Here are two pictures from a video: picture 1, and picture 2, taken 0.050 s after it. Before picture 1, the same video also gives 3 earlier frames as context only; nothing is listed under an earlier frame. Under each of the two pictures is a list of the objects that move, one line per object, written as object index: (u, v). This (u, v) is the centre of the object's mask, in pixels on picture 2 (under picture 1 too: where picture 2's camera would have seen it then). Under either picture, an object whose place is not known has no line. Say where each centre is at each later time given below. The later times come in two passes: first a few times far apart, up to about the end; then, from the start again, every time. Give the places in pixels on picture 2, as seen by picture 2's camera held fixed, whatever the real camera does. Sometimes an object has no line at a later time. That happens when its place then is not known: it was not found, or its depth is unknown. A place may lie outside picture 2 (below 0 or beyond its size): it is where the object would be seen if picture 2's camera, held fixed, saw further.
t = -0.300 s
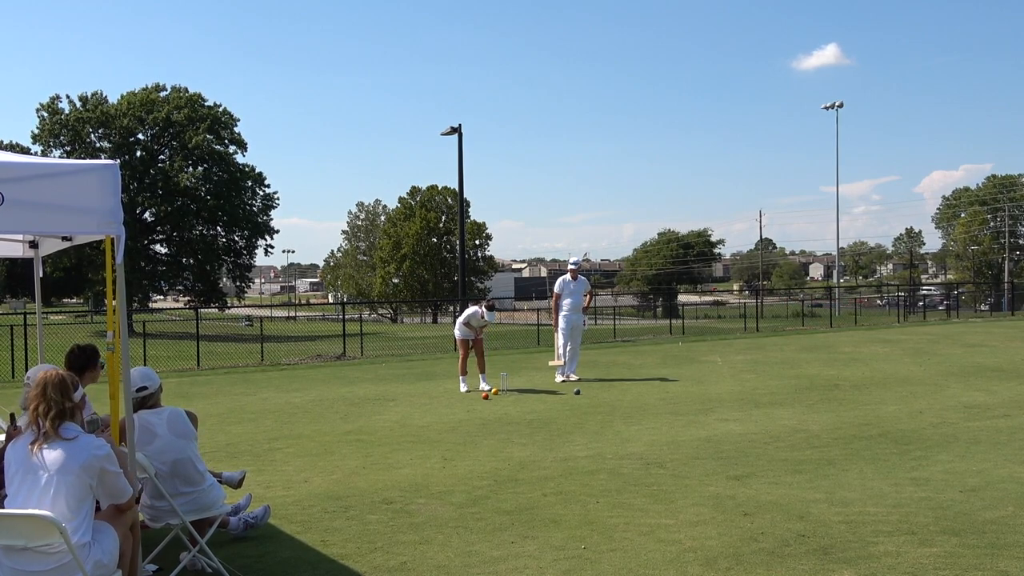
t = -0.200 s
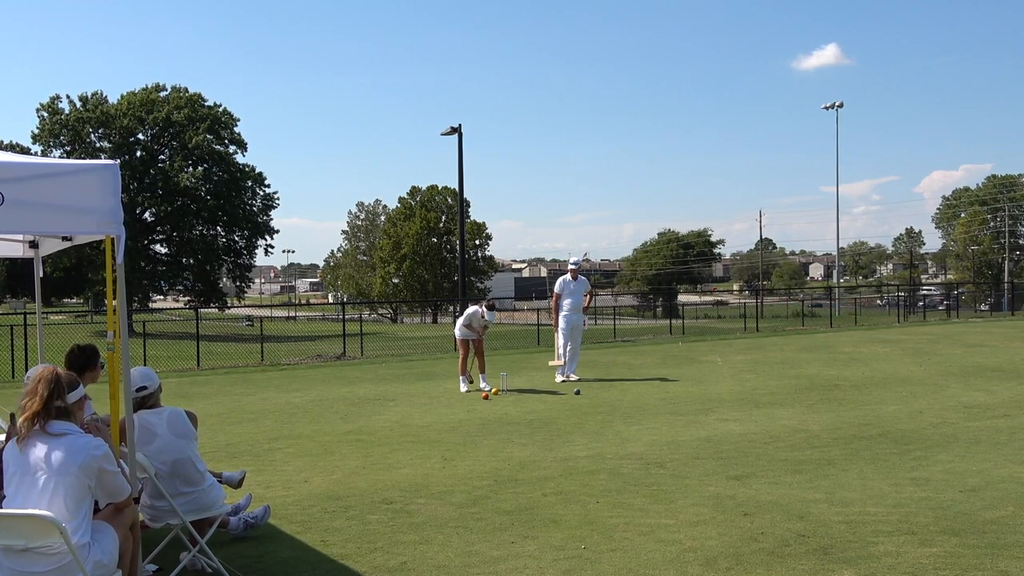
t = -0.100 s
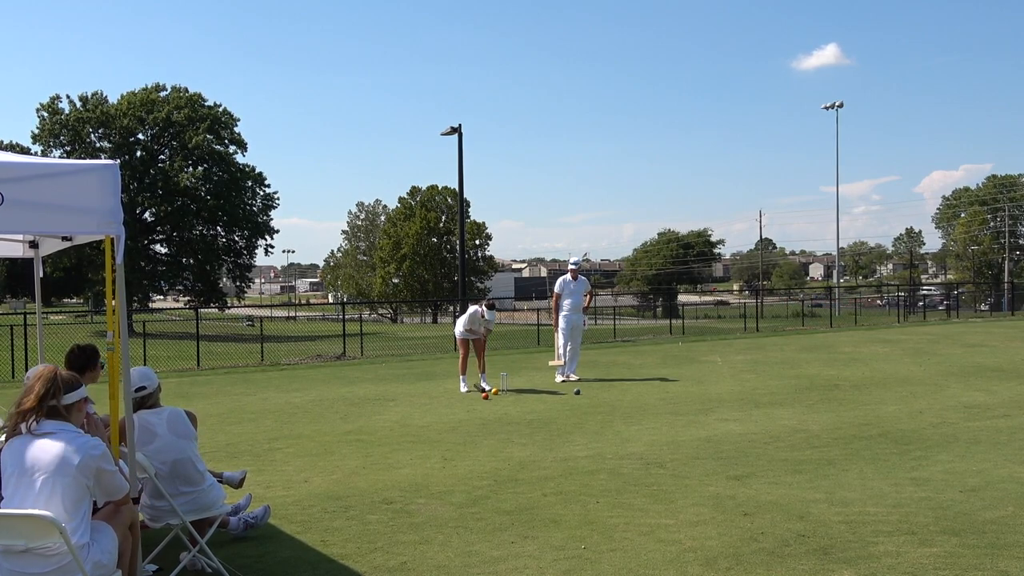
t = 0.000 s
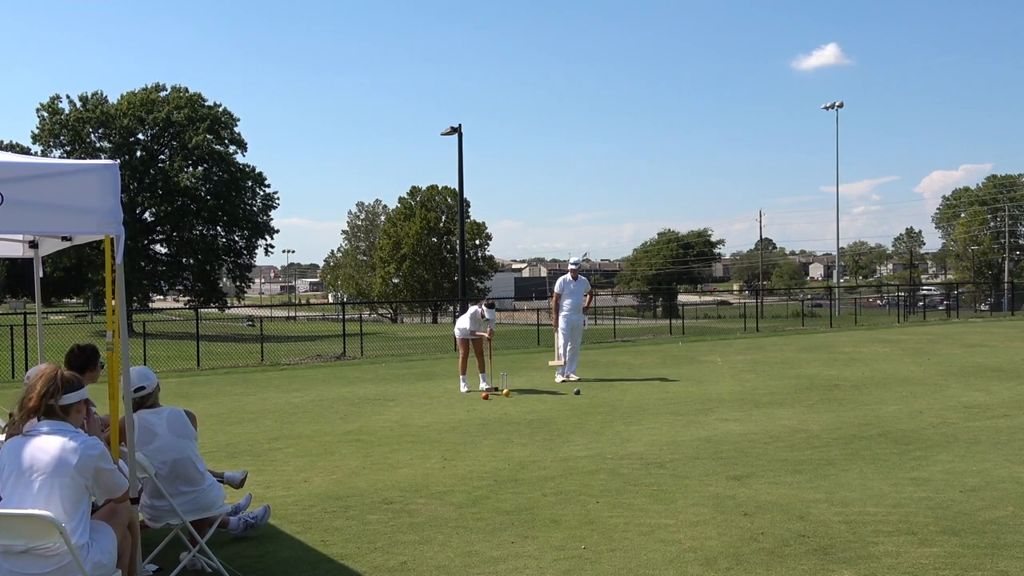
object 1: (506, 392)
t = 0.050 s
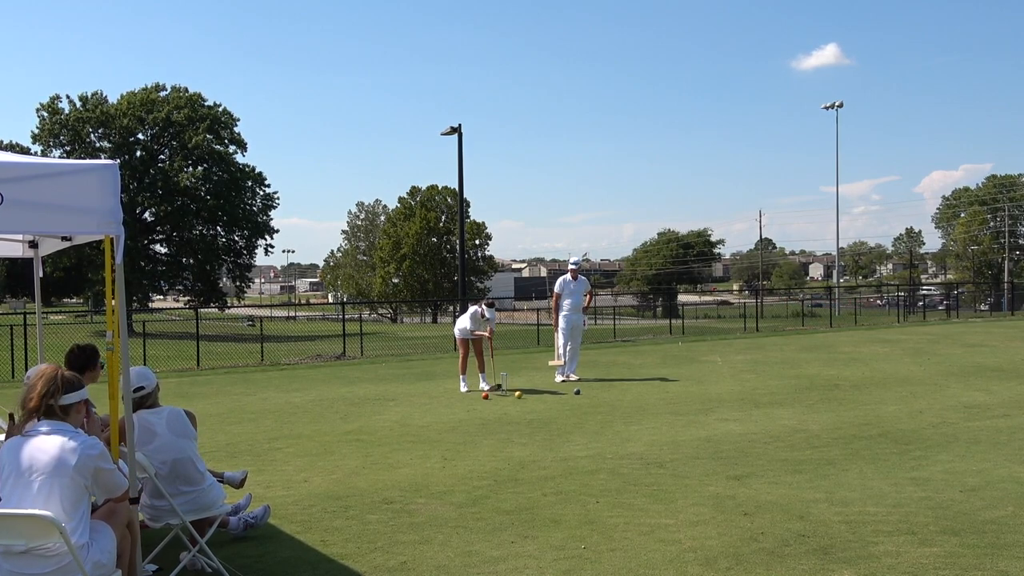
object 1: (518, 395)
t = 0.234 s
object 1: (564, 402)
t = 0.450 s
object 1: (613, 408)
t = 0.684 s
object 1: (664, 415)
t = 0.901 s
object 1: (716, 424)
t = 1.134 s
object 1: (775, 435)
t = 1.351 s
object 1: (829, 445)
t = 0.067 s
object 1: (522, 396)
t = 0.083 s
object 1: (527, 396)
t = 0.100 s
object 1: (531, 396)
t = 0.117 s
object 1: (534, 396)
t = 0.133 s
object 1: (538, 397)
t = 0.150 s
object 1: (542, 397)
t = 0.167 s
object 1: (547, 398)
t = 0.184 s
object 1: (551, 399)
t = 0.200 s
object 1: (555, 400)
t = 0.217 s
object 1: (560, 402)
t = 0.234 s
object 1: (564, 402)
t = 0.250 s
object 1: (567, 403)
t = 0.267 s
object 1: (571, 403)
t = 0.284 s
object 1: (575, 403)
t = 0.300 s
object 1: (579, 403)
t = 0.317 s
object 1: (583, 403)
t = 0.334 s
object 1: (587, 405)
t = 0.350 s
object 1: (591, 406)
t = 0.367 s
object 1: (595, 407)
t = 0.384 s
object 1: (599, 407)
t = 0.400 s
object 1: (603, 407)
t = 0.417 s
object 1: (606, 407)
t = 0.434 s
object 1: (609, 407)
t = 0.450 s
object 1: (613, 408)
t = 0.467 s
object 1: (617, 408)
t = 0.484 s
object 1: (620, 409)
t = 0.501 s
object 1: (624, 410)
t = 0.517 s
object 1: (628, 412)
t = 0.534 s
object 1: (631, 412)
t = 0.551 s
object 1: (635, 413)
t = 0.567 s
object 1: (638, 413)
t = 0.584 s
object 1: (642, 413)
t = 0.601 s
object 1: (646, 414)
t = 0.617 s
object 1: (649, 415)
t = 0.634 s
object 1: (653, 416)
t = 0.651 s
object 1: (657, 416)
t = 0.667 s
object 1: (660, 415)
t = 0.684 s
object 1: (664, 415)
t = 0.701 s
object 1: (668, 416)
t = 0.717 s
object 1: (672, 417)
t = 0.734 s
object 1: (676, 417)
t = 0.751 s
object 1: (680, 419)
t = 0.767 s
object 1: (683, 420)
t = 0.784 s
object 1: (688, 421)
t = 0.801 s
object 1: (692, 422)
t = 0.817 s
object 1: (696, 422)
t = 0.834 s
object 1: (699, 422)
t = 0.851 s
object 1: (703, 423)
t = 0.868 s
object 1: (708, 423)
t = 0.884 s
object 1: (712, 424)
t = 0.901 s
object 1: (716, 424)
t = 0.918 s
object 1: (720, 425)
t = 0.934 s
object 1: (724, 426)
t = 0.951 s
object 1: (728, 426)
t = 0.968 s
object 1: (732, 427)
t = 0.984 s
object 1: (736, 428)
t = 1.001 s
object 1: (741, 428)
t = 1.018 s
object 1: (745, 429)
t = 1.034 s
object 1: (749, 430)
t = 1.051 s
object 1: (753, 431)
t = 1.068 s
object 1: (758, 432)
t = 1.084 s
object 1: (762, 432)
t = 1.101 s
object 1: (766, 433)
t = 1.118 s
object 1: (771, 434)
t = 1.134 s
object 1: (775, 435)
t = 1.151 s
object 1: (779, 436)
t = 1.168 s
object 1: (784, 437)
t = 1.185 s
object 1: (788, 437)
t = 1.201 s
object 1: (792, 438)
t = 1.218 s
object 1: (797, 439)
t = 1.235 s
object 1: (801, 440)
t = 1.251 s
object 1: (806, 441)
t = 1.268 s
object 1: (810, 441)
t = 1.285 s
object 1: (815, 442)
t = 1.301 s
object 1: (819, 443)
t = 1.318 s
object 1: (824, 443)
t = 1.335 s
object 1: (828, 444)
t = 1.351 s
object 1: (829, 445)
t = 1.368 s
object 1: (831, 445)
